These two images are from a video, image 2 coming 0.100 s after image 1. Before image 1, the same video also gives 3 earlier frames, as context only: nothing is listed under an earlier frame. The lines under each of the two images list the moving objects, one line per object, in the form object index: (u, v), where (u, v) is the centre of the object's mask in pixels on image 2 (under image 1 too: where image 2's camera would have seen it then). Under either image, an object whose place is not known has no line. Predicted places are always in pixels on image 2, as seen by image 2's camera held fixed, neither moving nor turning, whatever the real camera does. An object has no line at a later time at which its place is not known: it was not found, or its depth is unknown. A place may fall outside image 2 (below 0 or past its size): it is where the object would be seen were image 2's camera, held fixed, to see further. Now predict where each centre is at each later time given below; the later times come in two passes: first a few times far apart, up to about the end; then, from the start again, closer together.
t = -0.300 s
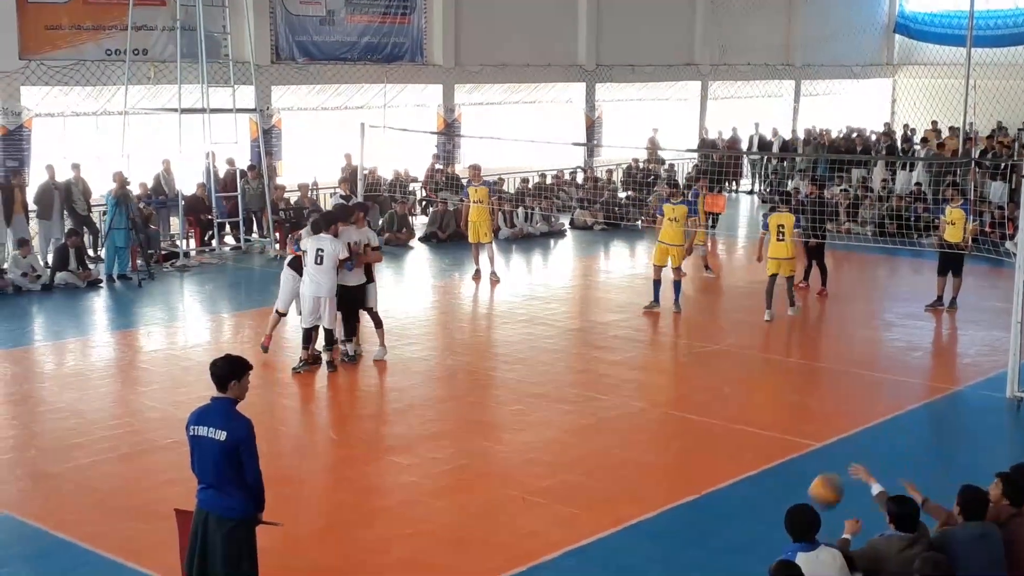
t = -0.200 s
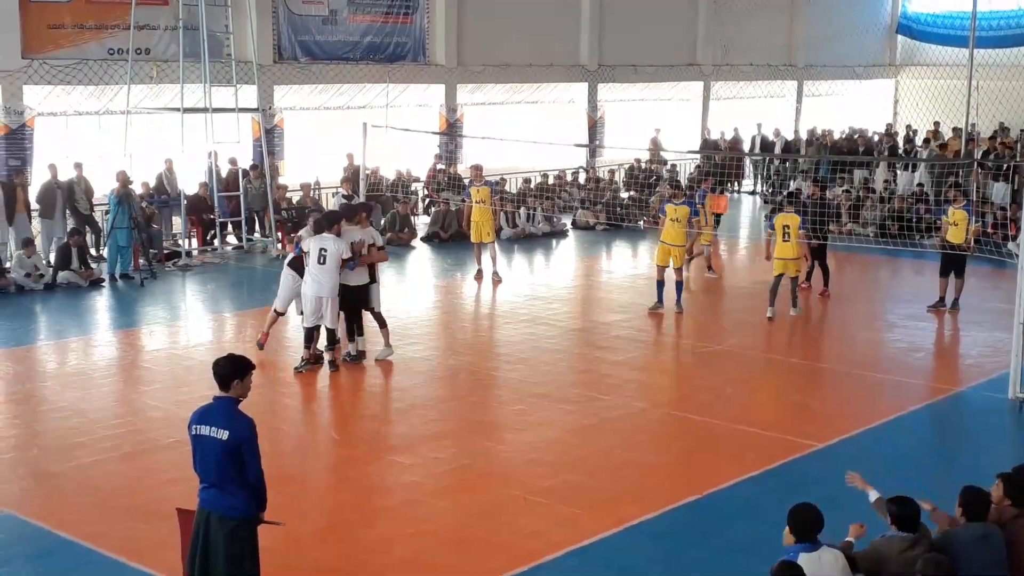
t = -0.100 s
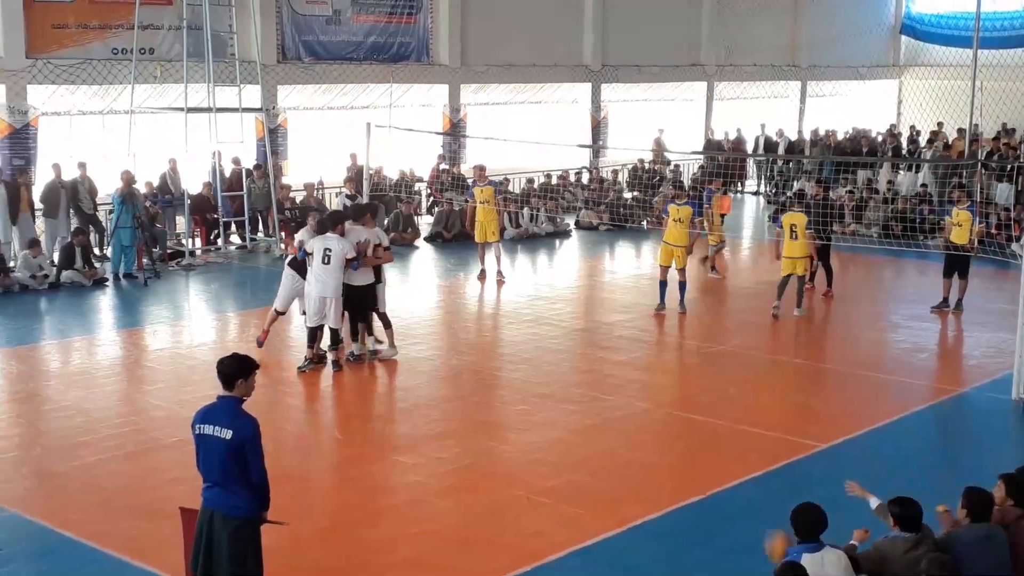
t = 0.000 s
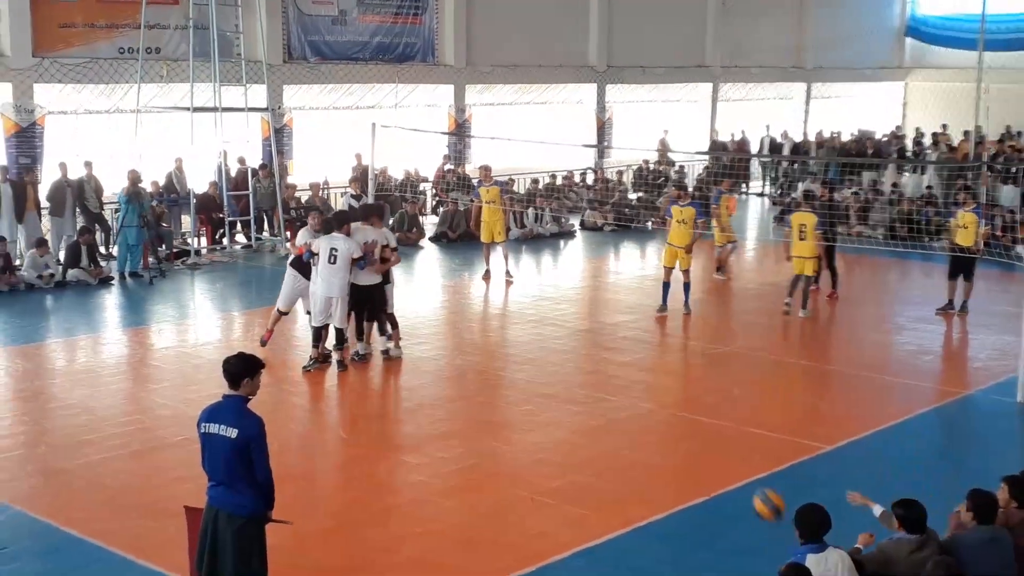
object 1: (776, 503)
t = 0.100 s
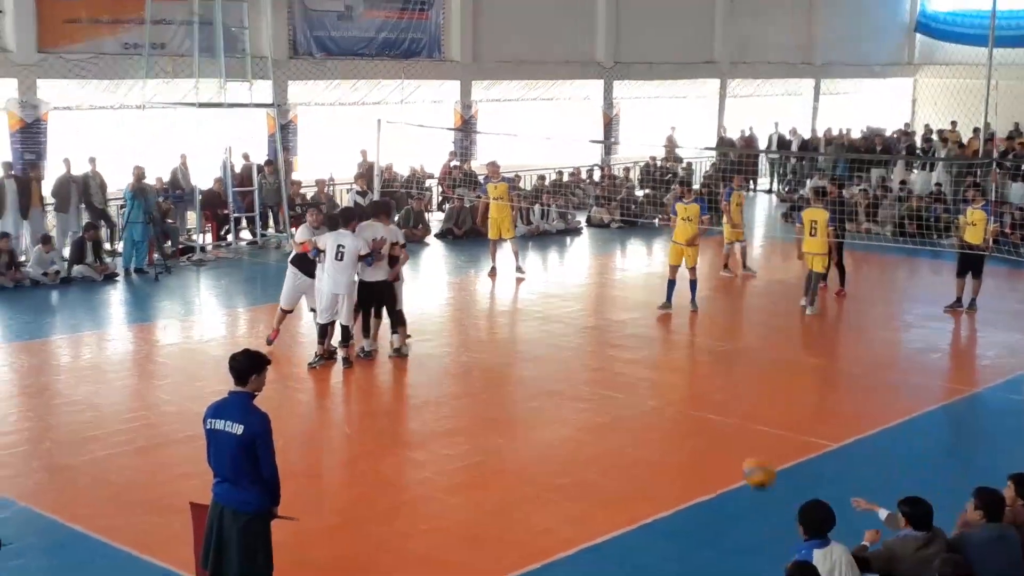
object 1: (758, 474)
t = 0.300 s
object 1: (725, 454)
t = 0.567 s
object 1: (677, 511)
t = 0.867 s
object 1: (633, 464)
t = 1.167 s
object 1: (588, 471)
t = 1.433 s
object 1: (553, 476)
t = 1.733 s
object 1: (518, 454)
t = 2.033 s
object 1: (484, 464)
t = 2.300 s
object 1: (459, 449)
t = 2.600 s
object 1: (432, 448)
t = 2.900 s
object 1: (409, 455)
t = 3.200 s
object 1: (388, 434)
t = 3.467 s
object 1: (369, 439)
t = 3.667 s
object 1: (356, 431)
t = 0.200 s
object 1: (742, 457)
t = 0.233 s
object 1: (737, 454)
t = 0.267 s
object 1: (731, 453)
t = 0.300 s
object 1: (725, 454)
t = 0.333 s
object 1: (720, 456)
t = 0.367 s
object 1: (714, 459)
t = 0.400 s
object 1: (708, 463)
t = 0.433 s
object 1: (703, 469)
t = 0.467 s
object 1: (696, 478)
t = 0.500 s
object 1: (689, 488)
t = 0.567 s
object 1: (677, 511)
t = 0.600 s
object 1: (672, 524)
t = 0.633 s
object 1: (666, 536)
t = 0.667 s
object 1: (662, 525)
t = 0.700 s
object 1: (656, 510)
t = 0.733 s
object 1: (651, 498)
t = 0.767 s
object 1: (648, 487)
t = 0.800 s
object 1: (642, 478)
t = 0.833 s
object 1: (637, 471)
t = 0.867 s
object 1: (633, 464)
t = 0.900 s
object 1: (628, 459)
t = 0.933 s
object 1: (623, 456)
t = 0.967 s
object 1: (620, 454)
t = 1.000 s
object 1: (614, 452)
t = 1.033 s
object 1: (609, 453)
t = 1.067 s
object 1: (604, 455)
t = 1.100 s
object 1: (598, 459)
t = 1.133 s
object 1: (594, 463)
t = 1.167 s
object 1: (588, 471)
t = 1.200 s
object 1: (584, 478)
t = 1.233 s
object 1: (578, 487)
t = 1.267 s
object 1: (573, 497)
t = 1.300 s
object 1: (568, 510)
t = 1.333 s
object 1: (564, 508)
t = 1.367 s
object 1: (561, 497)
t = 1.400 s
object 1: (556, 485)
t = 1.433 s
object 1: (553, 476)
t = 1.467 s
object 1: (549, 469)
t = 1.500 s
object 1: (545, 462)
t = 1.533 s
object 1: (541, 457)
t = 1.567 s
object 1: (538, 453)
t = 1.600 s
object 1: (534, 451)
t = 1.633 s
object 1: (529, 449)
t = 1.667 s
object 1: (527, 449)
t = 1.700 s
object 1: (522, 451)
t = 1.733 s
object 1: (518, 454)
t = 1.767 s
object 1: (514, 459)
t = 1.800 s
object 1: (510, 464)
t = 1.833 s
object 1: (506, 472)
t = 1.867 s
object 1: (501, 480)
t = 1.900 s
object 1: (497, 490)
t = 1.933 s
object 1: (494, 490)
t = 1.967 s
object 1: (490, 480)
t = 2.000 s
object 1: (487, 471)
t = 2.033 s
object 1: (484, 464)
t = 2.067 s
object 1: (481, 458)
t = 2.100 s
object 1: (478, 452)
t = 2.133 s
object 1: (475, 448)
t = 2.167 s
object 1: (472, 446)
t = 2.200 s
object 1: (469, 445)
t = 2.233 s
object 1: (467, 445)
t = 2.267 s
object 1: (462, 446)
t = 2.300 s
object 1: (459, 449)
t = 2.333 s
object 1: (455, 452)
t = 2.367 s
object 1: (453, 458)
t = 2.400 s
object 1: (449, 464)
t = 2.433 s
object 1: (446, 472)
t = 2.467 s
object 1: (444, 477)
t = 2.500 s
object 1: (441, 468)
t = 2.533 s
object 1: (438, 460)
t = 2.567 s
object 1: (435, 454)
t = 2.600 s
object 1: (432, 448)
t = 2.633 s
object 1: (430, 443)
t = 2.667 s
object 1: (427, 440)
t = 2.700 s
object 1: (424, 438)
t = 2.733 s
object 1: (422, 438)
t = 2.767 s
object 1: (420, 439)
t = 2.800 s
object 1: (417, 441)
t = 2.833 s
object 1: (415, 444)
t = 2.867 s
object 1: (413, 450)
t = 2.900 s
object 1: (409, 455)
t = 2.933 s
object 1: (407, 461)
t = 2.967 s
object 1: (405, 461)
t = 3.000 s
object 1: (402, 453)
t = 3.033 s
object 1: (400, 447)
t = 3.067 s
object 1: (396, 442)
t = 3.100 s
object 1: (394, 438)
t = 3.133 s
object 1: (392, 436)
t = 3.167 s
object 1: (390, 434)
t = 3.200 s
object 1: (388, 434)
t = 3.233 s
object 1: (386, 435)
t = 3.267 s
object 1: (383, 437)
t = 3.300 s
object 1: (381, 439)
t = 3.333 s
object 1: (379, 445)
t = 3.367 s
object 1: (377, 451)
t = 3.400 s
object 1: (374, 452)
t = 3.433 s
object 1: (372, 445)
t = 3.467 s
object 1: (369, 439)
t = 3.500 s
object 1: (367, 435)
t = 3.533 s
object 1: (365, 432)
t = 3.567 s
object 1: (362, 430)
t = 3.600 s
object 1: (360, 429)
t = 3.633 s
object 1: (357, 429)
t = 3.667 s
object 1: (356, 431)
